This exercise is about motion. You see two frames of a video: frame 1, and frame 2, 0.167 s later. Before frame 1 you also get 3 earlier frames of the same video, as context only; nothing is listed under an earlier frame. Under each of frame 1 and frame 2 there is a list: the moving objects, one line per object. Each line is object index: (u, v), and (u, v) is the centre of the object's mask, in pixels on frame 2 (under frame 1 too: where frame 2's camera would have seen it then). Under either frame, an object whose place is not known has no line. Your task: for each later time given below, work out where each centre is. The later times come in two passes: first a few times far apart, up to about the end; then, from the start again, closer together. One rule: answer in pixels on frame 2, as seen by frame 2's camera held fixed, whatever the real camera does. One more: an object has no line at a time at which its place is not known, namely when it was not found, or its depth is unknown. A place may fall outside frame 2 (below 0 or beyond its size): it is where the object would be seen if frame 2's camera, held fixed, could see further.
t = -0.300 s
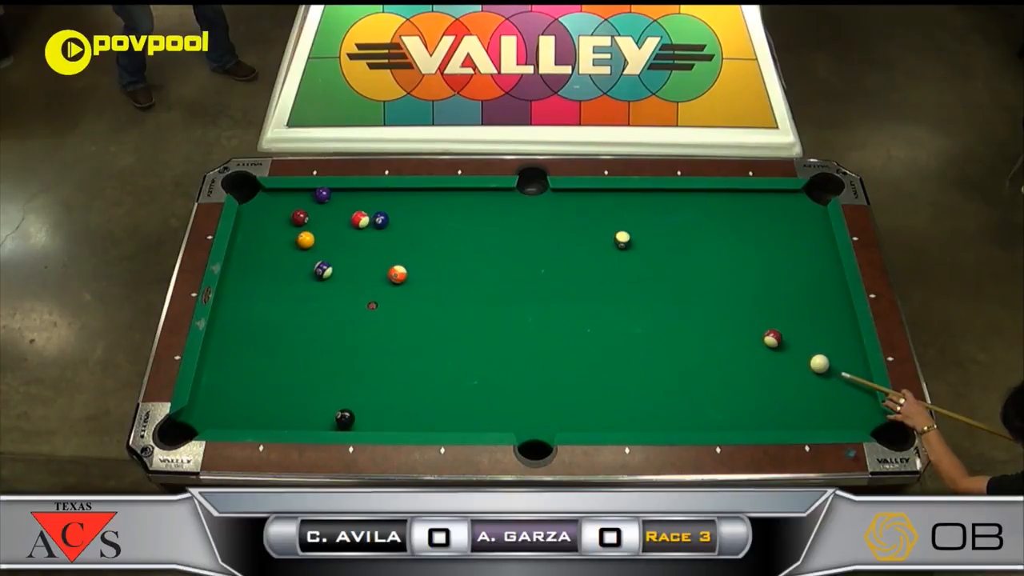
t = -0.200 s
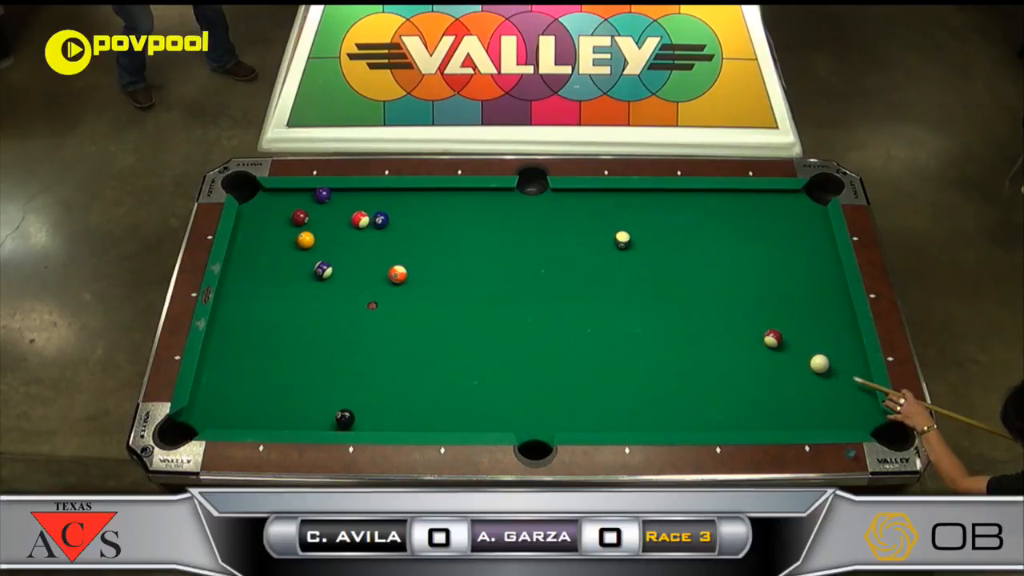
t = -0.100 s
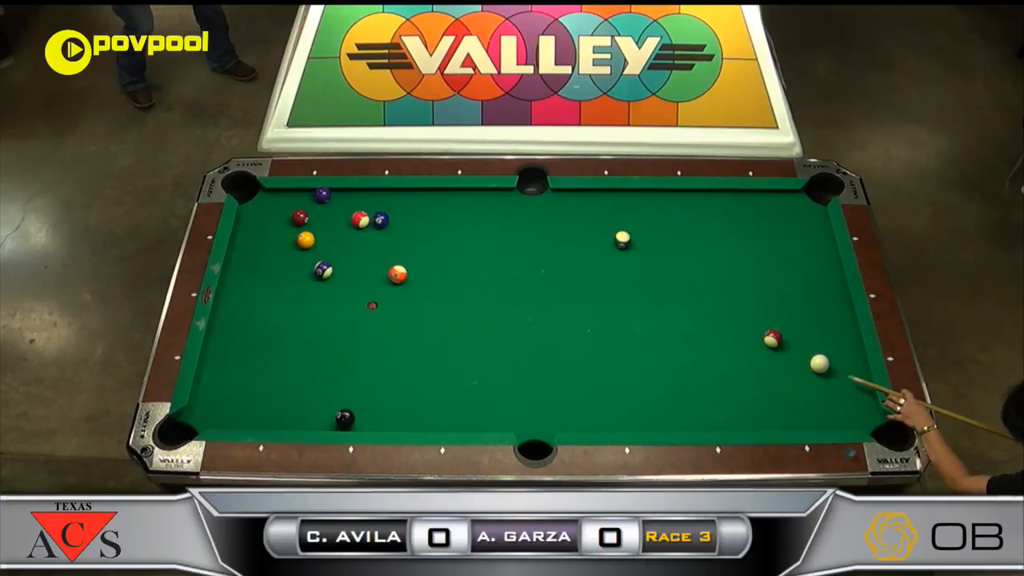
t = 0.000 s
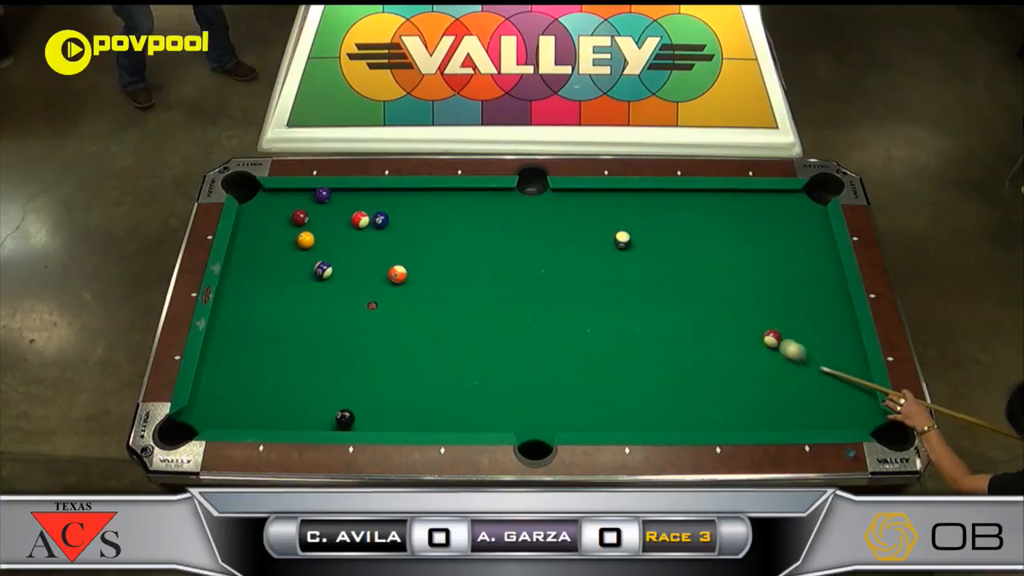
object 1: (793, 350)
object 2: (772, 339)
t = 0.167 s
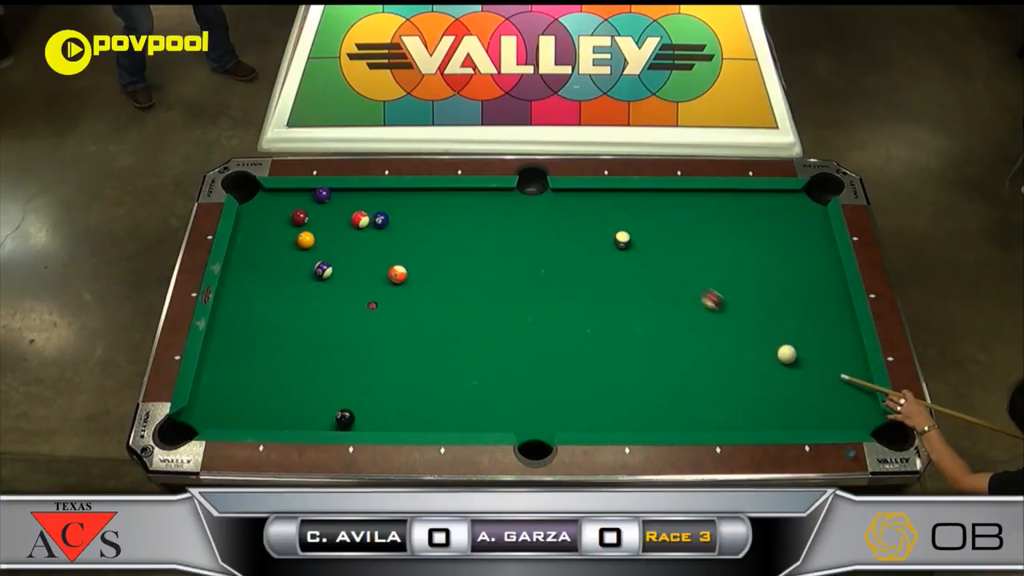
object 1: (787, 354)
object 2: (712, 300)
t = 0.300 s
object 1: (788, 359)
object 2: (670, 274)
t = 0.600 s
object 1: (789, 369)
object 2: (615, 251)
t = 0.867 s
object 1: (791, 375)
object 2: (585, 247)
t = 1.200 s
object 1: (791, 381)
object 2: (551, 241)
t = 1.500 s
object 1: (791, 383)
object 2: (526, 245)
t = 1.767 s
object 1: (791, 383)
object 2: (508, 253)
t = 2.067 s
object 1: (791, 383)
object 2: (489, 262)
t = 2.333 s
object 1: (791, 383)
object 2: (474, 269)
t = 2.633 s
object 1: (791, 383)
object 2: (458, 276)
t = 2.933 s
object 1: (791, 383)
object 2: (445, 283)
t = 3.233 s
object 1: (791, 383)
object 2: (435, 287)
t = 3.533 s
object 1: (791, 383)
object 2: (426, 291)
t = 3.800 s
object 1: (791, 383)
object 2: (420, 294)
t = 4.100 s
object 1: (791, 383)
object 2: (417, 296)
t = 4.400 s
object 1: (791, 383)
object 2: (414, 298)
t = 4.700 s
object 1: (791, 383)
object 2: (415, 297)
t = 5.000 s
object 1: (791, 383)
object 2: (415, 297)
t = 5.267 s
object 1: (791, 383)
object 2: (415, 297)
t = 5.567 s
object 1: (791, 383)
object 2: (415, 297)
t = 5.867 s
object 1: (791, 383)
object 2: (415, 297)
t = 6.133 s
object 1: (791, 383)
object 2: (415, 297)
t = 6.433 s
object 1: (791, 383)
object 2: (415, 297)
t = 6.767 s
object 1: (791, 383)
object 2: (415, 297)
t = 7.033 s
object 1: (791, 383)
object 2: (415, 297)
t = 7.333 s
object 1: (791, 383)
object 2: (415, 297)
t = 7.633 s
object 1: (791, 383)
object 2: (415, 297)
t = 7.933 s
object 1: (791, 383)
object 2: (415, 297)
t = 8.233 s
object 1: (791, 383)
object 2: (415, 297)
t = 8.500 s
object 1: (791, 383)
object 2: (415, 297)
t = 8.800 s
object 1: (791, 383)
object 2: (415, 297)
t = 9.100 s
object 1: (791, 383)
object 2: (415, 297)
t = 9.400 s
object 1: (791, 383)
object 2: (415, 297)
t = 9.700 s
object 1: (791, 383)
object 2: (415, 297)
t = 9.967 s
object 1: (791, 383)
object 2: (415, 297)
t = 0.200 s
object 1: (787, 355)
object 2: (701, 294)
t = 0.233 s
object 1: (787, 356)
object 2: (689, 287)
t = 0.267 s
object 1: (787, 358)
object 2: (680, 281)
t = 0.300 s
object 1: (788, 359)
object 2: (670, 274)
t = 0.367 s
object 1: (788, 361)
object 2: (649, 262)
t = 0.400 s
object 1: (788, 362)
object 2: (639, 256)
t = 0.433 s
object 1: (788, 363)
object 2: (632, 251)
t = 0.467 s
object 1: (789, 364)
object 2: (629, 252)
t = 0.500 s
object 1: (789, 366)
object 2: (626, 252)
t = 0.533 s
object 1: (789, 367)
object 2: (622, 252)
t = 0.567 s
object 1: (789, 368)
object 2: (619, 251)
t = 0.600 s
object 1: (789, 369)
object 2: (615, 251)
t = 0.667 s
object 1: (790, 370)
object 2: (607, 250)
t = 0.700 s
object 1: (790, 371)
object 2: (603, 249)
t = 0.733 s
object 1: (790, 372)
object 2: (599, 249)
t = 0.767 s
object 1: (790, 373)
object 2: (596, 248)
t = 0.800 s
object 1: (790, 374)
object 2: (592, 248)
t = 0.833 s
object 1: (790, 374)
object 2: (589, 247)
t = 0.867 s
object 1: (791, 375)
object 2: (585, 247)
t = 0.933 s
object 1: (791, 376)
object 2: (577, 246)
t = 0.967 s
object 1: (791, 377)
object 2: (574, 245)
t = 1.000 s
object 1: (791, 378)
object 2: (570, 245)
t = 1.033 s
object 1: (791, 378)
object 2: (567, 244)
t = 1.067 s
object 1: (791, 379)
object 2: (564, 244)
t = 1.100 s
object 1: (791, 379)
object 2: (561, 243)
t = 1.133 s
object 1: (791, 380)
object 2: (557, 243)
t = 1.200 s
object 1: (791, 381)
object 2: (551, 241)
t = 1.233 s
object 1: (791, 381)
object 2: (547, 241)
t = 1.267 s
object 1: (791, 382)
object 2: (544, 241)
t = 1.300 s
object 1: (791, 382)
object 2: (541, 240)
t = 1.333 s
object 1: (791, 382)
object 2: (538, 240)
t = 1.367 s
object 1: (791, 383)
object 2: (535, 241)
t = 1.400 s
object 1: (791, 383)
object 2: (533, 242)
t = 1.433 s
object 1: (791, 383)
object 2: (531, 243)
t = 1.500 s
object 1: (791, 383)
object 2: (526, 245)
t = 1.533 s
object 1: (791, 383)
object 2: (523, 246)
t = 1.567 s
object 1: (791, 383)
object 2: (521, 247)
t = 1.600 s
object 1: (791, 383)
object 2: (518, 248)
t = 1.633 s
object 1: (791, 384)
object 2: (516, 250)
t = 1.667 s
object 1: (791, 384)
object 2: (514, 250)
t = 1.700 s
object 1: (791, 384)
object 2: (512, 251)
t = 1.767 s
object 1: (791, 383)
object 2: (508, 253)
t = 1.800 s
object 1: (791, 384)
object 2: (505, 254)
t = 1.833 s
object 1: (791, 383)
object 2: (503, 255)
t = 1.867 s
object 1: (791, 383)
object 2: (501, 256)
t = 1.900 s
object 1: (791, 384)
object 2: (499, 257)
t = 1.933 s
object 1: (791, 383)
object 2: (496, 258)
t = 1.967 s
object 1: (791, 384)
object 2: (494, 259)
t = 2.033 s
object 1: (791, 383)
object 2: (490, 262)
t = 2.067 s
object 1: (791, 383)
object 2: (489, 262)
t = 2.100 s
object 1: (791, 383)
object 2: (487, 263)
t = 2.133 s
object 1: (791, 383)
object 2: (484, 264)
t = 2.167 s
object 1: (791, 383)
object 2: (483, 265)
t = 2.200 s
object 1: (791, 383)
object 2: (481, 266)
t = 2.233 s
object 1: (791, 383)
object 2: (479, 267)
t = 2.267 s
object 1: (791, 383)
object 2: (477, 267)
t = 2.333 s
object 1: (791, 383)
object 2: (474, 269)
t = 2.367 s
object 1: (791, 383)
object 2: (472, 270)
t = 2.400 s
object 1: (791, 383)
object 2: (470, 271)
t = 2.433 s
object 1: (791, 383)
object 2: (468, 272)
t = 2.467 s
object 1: (791, 383)
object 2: (467, 272)
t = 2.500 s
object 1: (791, 383)
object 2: (465, 273)
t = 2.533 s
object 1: (791, 383)
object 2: (463, 274)
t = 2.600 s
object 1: (791, 383)
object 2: (460, 275)
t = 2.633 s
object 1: (791, 383)
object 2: (458, 276)
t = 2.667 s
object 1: (791, 383)
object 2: (457, 277)
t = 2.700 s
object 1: (791, 383)
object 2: (456, 278)
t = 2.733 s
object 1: (791, 383)
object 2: (454, 278)
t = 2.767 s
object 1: (791, 383)
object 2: (453, 279)
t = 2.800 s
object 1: (791, 383)
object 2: (451, 280)
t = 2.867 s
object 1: (791, 383)
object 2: (448, 282)
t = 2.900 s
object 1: (791, 383)
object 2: (447, 282)
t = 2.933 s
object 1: (791, 383)
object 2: (445, 283)
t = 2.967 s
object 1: (791, 383)
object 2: (444, 283)
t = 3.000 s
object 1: (791, 383)
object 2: (443, 284)
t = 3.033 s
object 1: (791, 383)
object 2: (441, 285)
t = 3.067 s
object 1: (791, 384)
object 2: (441, 285)
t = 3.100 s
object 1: (791, 383)
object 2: (439, 286)
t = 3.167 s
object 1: (791, 383)
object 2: (437, 286)
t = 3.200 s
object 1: (791, 383)
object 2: (436, 287)
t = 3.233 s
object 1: (791, 383)
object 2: (435, 287)
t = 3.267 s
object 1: (791, 383)
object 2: (434, 288)
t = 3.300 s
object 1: (791, 383)
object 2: (433, 288)
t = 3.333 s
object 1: (791, 383)
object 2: (432, 289)
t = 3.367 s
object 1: (791, 383)
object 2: (431, 289)
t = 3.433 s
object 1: (791, 383)
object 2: (429, 290)
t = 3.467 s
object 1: (791, 383)
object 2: (428, 290)
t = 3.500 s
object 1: (791, 383)
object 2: (427, 290)
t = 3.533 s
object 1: (791, 383)
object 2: (426, 291)
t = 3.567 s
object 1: (791, 383)
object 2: (425, 291)
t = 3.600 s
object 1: (791, 383)
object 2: (424, 292)
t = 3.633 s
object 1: (791, 383)
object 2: (424, 292)
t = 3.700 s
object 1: (791, 383)
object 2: (422, 292)
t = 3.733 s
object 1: (791, 383)
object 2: (421, 293)
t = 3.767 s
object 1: (791, 383)
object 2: (421, 293)
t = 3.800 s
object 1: (791, 383)
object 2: (420, 294)
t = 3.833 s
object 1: (791, 383)
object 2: (420, 294)
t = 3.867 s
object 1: (791, 383)
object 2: (419, 294)
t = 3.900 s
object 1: (791, 383)
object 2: (419, 295)
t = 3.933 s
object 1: (791, 383)
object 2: (418, 295)
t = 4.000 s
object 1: (791, 383)
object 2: (418, 296)
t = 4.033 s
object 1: (791, 383)
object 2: (417, 296)
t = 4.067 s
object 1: (791, 383)
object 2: (417, 296)
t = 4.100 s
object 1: (791, 383)
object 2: (417, 296)
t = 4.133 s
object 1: (791, 383)
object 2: (416, 297)
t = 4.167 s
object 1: (791, 383)
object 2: (416, 297)
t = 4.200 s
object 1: (791, 383)
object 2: (416, 297)
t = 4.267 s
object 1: (791, 383)
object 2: (415, 297)
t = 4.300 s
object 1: (791, 383)
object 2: (415, 297)
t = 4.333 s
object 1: (791, 383)
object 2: (415, 298)
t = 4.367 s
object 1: (791, 383)
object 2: (414, 298)
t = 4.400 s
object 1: (791, 383)
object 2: (414, 298)
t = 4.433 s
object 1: (791, 383)
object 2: (414, 298)
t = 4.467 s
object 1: (791, 383)
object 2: (414, 298)
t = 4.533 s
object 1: (791, 383)
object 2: (414, 298)
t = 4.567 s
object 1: (791, 383)
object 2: (415, 298)
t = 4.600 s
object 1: (791, 383)
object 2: (415, 298)
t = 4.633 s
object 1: (791, 383)
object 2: (415, 298)
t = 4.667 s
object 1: (791, 383)
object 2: (415, 298)
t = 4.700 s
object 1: (791, 383)
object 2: (415, 297)
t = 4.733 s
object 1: (791, 383)
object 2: (415, 297)
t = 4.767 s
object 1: (791, 383)
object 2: (415, 297)
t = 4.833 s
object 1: (791, 383)
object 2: (415, 297)
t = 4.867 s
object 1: (791, 383)
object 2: (415, 297)
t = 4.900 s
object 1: (791, 383)
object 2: (415, 297)
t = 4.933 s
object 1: (791, 383)
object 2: (415, 297)
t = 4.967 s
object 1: (791, 383)
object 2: (415, 297)
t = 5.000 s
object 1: (791, 383)
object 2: (415, 297)
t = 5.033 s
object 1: (791, 383)
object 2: (415, 297)
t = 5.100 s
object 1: (791, 383)
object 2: (415, 297)
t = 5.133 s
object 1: (791, 383)
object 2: (415, 297)
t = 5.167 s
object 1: (791, 383)
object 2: (415, 297)
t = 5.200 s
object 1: (791, 383)
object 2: (415, 297)
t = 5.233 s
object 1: (791, 383)
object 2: (415, 297)
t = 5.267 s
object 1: (791, 383)
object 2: (415, 297)
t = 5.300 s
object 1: (791, 383)
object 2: (415, 297)
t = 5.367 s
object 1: (791, 383)
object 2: (415, 297)
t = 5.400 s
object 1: (791, 383)
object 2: (415, 297)
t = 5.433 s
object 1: (791, 383)
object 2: (415, 297)
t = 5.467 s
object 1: (791, 383)
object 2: (415, 297)
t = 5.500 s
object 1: (791, 383)
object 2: (415, 297)
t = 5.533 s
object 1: (791, 383)
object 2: (415, 297)
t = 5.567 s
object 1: (791, 383)
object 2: (415, 297)
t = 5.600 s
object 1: (791, 383)
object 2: (415, 297)
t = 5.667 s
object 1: (791, 383)
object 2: (415, 297)
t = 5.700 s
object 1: (791, 383)
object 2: (415, 297)
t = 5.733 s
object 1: (791, 383)
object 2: (415, 297)
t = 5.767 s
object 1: (791, 383)
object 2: (415, 297)
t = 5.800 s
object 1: (791, 383)
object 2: (415, 297)
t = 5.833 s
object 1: (791, 383)
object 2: (415, 297)
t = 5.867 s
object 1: (791, 383)
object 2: (415, 297)
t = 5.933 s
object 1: (791, 383)
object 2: (415, 297)
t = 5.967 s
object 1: (791, 383)
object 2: (415, 297)
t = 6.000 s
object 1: (791, 383)
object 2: (415, 297)
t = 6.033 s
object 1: (791, 383)
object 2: (415, 297)
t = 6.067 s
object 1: (791, 383)
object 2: (415, 297)
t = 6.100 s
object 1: (791, 383)
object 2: (415, 297)
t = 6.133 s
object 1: (791, 383)
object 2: (415, 297)
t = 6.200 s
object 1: (791, 383)
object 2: (415, 297)
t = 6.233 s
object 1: (791, 383)
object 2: (415, 297)
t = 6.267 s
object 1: (791, 383)
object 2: (415, 297)
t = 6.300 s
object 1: (791, 383)
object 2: (415, 297)
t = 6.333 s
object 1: (791, 383)
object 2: (415, 297)
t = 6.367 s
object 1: (791, 383)
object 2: (415, 297)
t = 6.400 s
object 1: (791, 383)
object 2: (415, 297)
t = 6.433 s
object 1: (791, 383)
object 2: (415, 297)
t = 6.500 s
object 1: (791, 383)
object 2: (415, 297)
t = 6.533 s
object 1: (791, 383)
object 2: (415, 297)
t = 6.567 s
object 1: (791, 383)
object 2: (415, 297)
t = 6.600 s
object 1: (791, 383)
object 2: (415, 297)
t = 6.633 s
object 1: (791, 383)
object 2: (415, 297)
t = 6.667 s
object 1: (791, 383)
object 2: (415, 297)
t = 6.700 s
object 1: (791, 383)
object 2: (415, 297)
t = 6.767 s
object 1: (791, 383)
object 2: (415, 297)
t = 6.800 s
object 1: (791, 383)
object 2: (415, 297)
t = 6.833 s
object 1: (791, 383)
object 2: (415, 297)
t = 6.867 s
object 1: (791, 383)
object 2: (415, 297)
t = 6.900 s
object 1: (791, 383)
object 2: (415, 297)
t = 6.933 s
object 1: (791, 383)
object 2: (415, 297)
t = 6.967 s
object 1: (791, 383)
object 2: (415, 297)
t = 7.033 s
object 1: (791, 383)
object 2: (415, 297)
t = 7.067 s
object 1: (791, 383)
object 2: (415, 297)
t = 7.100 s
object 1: (791, 383)
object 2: (415, 297)
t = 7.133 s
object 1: (791, 383)
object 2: (415, 297)
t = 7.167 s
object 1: (791, 383)
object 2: (415, 297)
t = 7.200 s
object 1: (791, 383)
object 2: (415, 297)
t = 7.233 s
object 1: (791, 383)
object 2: (415, 297)
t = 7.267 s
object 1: (791, 383)
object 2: (415, 297)
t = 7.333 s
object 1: (791, 383)
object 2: (415, 297)
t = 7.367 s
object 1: (791, 383)
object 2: (415, 297)
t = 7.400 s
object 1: (791, 383)
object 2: (415, 297)
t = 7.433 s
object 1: (791, 383)
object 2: (415, 297)
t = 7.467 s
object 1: (791, 383)
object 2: (415, 297)
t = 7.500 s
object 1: (791, 383)
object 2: (415, 297)
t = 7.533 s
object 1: (791, 383)
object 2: (415, 297)
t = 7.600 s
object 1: (791, 383)
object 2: (415, 297)
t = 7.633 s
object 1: (791, 383)
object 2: (415, 297)
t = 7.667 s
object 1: (791, 383)
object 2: (415, 297)
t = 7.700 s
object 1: (791, 383)
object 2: (415, 297)
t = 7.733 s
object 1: (791, 383)
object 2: (415, 297)
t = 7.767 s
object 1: (791, 383)
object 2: (415, 297)
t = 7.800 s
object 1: (791, 383)
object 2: (415, 297)
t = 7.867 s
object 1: (791, 383)
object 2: (415, 297)
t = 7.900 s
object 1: (791, 383)
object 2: (415, 297)
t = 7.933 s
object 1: (791, 383)
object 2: (415, 297)
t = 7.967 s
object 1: (791, 383)
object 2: (415, 297)
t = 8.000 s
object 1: (791, 383)
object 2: (415, 297)
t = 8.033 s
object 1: (791, 383)
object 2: (415, 297)
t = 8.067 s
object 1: (791, 383)
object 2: (415, 297)
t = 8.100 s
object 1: (791, 383)
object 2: (415, 297)
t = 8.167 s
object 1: (791, 383)
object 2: (415, 297)
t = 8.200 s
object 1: (791, 383)
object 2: (415, 297)
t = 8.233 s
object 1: (791, 383)
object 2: (415, 297)
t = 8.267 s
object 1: (791, 383)
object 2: (415, 297)
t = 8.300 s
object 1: (791, 383)
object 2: (415, 297)
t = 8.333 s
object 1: (791, 383)
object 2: (415, 297)
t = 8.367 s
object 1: (791, 383)
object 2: (415, 297)
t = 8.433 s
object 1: (791, 383)
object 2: (415, 297)
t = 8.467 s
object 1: (791, 383)
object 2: (415, 297)
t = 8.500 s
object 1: (791, 383)
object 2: (415, 297)
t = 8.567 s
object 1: (791, 383)
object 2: (415, 297)
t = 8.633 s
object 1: (791, 383)
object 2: (415, 297)
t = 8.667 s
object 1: (791, 383)
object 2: (415, 297)
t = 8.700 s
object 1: (791, 383)
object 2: (415, 297)
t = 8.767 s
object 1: (791, 383)
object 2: (415, 297)
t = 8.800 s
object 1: (791, 383)
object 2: (415, 297)
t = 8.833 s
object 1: (791, 383)
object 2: (415, 297)
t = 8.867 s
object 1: (791, 383)
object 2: (415, 297)
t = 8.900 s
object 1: (791, 383)
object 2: (415, 297)
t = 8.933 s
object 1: (791, 383)
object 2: (415, 297)
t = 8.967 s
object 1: (791, 383)
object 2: (415, 297)
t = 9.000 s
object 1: (791, 383)
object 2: (415, 297)
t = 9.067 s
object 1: (791, 383)
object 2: (415, 297)
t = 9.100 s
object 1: (791, 383)
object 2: (415, 297)
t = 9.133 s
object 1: (791, 383)
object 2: (415, 297)
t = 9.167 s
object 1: (791, 383)
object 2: (415, 297)
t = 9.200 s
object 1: (791, 383)
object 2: (415, 297)
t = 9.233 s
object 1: (791, 383)
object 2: (415, 297)
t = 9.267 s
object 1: (791, 383)
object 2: (415, 297)
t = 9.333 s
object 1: (791, 383)
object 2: (415, 297)
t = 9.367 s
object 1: (791, 383)
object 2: (415, 297)
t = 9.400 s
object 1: (791, 383)
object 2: (415, 297)
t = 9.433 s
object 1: (791, 383)
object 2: (415, 297)
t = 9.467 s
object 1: (791, 383)
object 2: (415, 297)
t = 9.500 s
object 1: (791, 383)
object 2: (415, 297)
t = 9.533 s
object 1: (791, 383)
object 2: (415, 297)
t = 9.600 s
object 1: (791, 383)
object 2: (415, 297)
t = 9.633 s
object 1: (791, 383)
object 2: (415, 297)
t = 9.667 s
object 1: (791, 383)
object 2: (415, 297)
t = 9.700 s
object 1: (791, 383)
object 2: (415, 297)
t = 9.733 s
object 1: (791, 383)
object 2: (415, 297)
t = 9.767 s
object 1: (791, 383)
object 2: (415, 297)
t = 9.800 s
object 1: (791, 383)
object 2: (415, 297)
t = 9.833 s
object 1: (791, 383)
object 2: (415, 297)
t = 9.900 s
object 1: (791, 383)
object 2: (415, 297)
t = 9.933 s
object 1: (791, 383)
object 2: (415, 297)
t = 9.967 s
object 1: (791, 383)
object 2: (415, 297)
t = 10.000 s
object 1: (791, 383)
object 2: (415, 297)
